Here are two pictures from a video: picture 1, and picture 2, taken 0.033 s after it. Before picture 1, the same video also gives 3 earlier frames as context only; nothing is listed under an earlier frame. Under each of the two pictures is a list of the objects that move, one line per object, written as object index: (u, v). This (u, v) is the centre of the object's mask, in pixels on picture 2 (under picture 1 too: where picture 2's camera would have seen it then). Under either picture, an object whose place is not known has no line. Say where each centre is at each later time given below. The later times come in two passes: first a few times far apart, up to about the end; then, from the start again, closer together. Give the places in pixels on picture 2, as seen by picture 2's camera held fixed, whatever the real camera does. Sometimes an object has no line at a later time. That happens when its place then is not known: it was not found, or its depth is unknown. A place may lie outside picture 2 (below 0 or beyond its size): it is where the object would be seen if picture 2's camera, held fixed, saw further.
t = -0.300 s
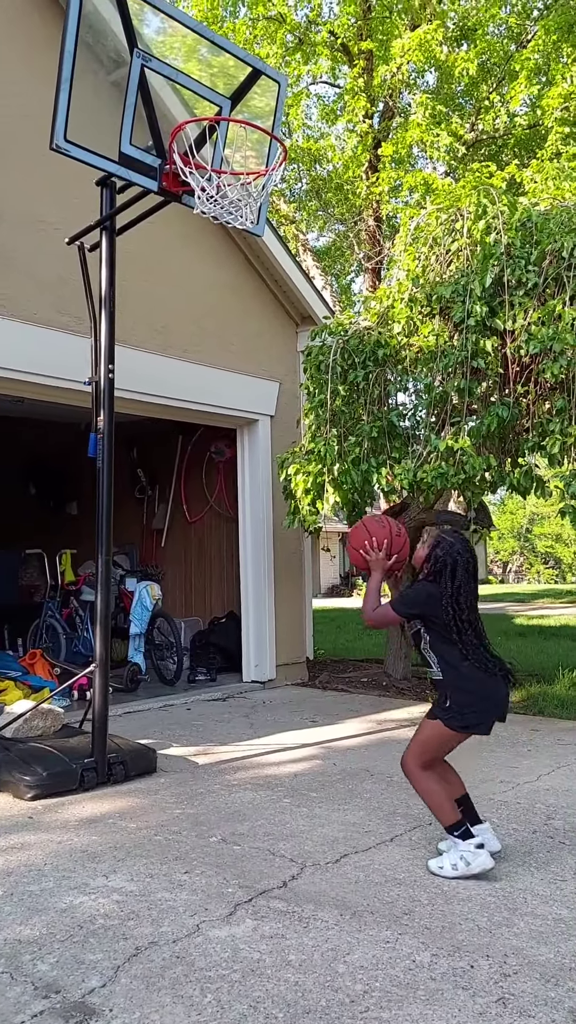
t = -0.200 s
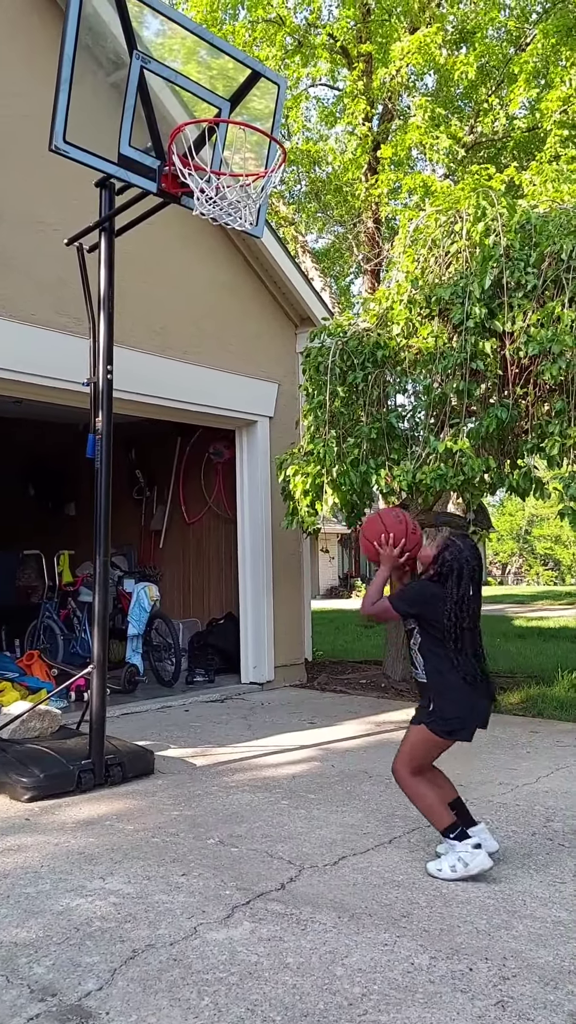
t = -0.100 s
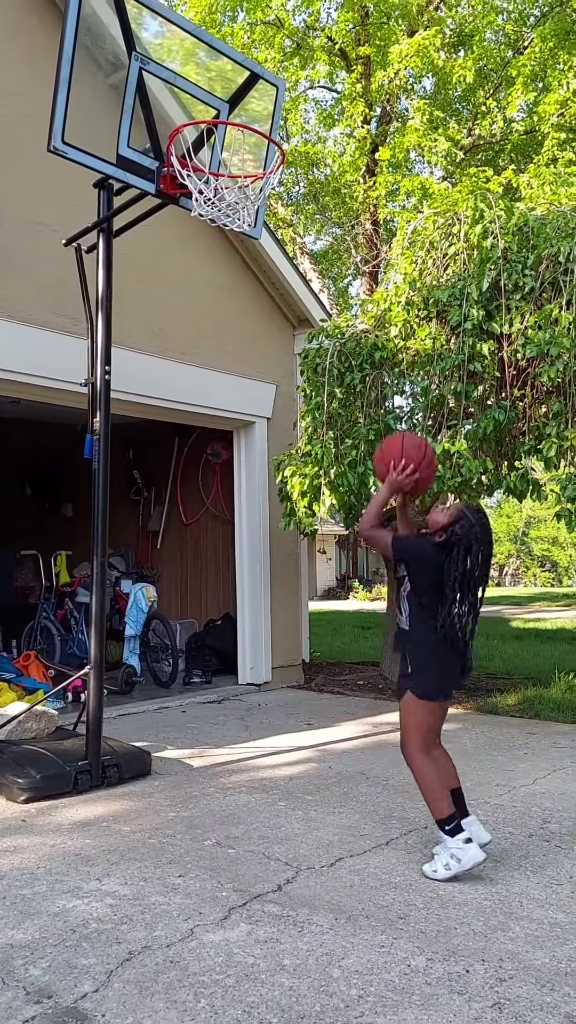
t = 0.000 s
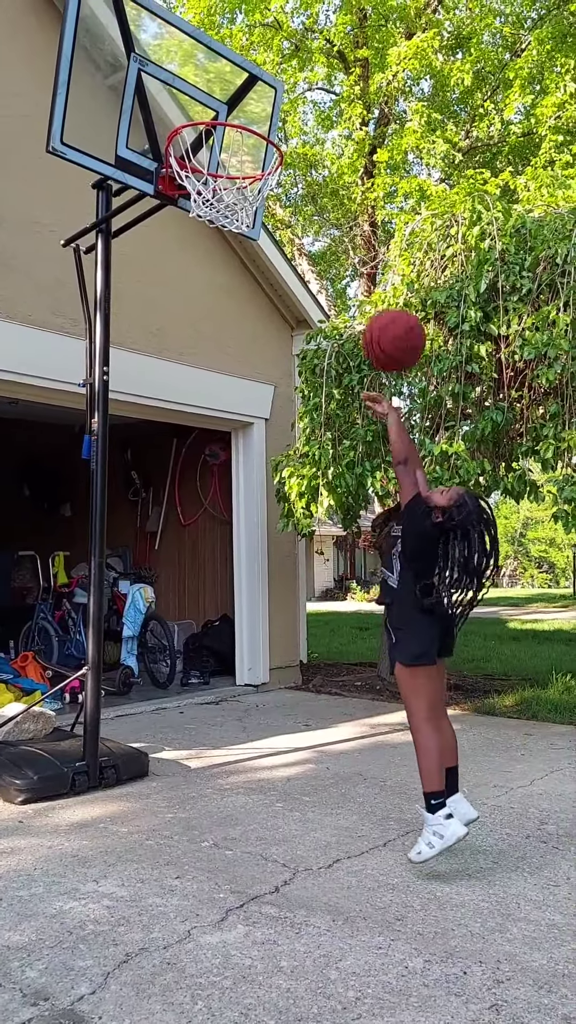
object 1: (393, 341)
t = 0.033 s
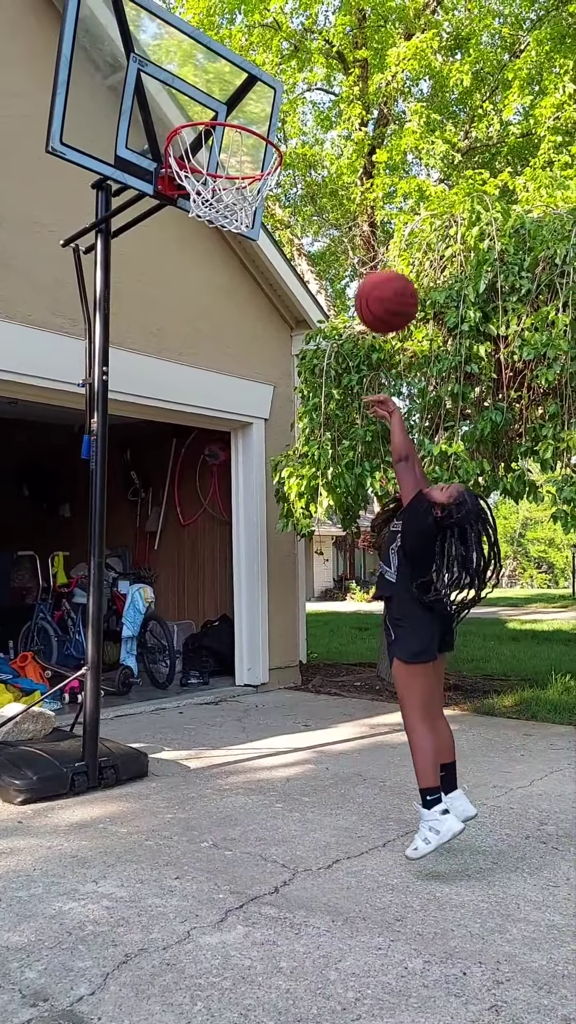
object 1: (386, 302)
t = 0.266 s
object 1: (342, 123)
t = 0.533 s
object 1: (296, 95)
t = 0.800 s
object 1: (256, 240)
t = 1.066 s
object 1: (216, 555)
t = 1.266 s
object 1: (199, 735)
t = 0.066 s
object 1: (379, 267)
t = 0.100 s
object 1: (372, 236)
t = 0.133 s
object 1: (366, 206)
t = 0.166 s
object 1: (360, 181)
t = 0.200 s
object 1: (354, 159)
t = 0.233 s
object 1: (347, 139)
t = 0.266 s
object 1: (342, 123)
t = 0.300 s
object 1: (336, 110)
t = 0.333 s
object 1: (329, 100)
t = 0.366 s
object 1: (323, 92)
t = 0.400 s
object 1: (317, 87)
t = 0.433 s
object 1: (312, 86)
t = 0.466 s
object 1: (307, 87)
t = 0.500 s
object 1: (301, 90)
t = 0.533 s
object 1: (296, 95)
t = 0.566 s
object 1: (291, 104)
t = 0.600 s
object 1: (285, 116)
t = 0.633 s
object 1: (280, 131)
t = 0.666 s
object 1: (275, 148)
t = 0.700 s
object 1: (270, 167)
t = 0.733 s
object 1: (265, 188)
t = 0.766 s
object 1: (261, 213)
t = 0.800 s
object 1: (256, 240)
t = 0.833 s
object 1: (251, 271)
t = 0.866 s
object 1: (246, 304)
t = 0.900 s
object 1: (242, 338)
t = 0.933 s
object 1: (237, 376)
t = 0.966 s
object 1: (231, 418)
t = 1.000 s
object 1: (226, 461)
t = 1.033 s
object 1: (221, 507)
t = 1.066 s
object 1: (216, 555)
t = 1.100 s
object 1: (212, 608)
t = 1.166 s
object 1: (201, 720)
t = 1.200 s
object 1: (195, 784)
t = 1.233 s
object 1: (195, 790)
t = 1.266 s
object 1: (199, 735)
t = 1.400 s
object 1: (214, 558)
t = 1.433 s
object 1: (217, 523)
